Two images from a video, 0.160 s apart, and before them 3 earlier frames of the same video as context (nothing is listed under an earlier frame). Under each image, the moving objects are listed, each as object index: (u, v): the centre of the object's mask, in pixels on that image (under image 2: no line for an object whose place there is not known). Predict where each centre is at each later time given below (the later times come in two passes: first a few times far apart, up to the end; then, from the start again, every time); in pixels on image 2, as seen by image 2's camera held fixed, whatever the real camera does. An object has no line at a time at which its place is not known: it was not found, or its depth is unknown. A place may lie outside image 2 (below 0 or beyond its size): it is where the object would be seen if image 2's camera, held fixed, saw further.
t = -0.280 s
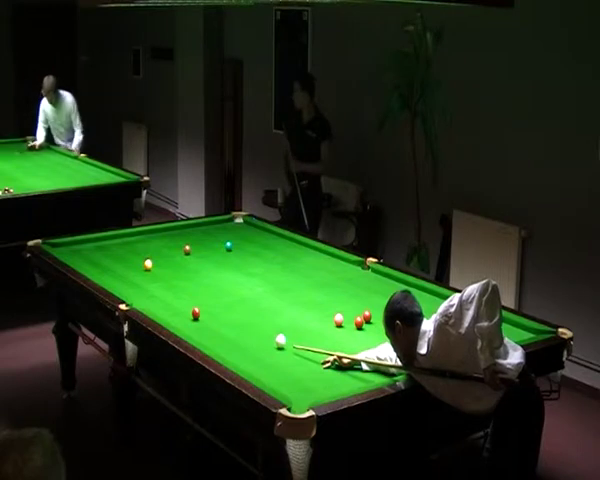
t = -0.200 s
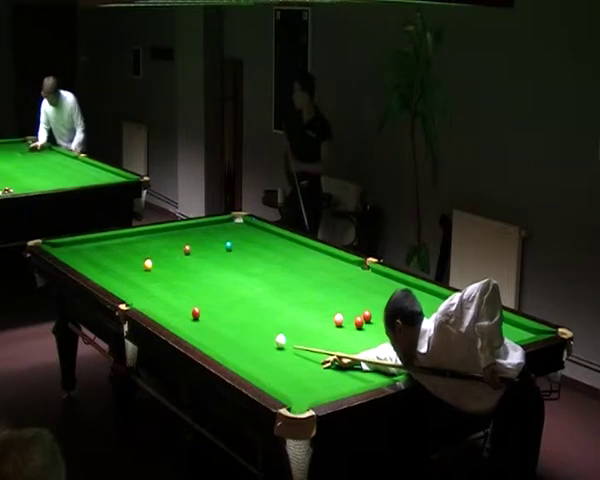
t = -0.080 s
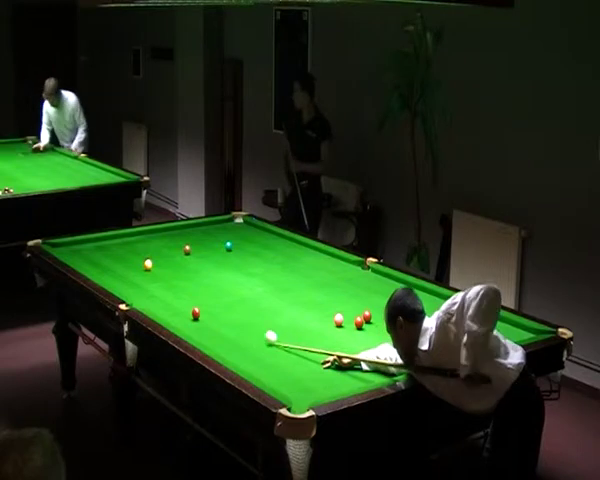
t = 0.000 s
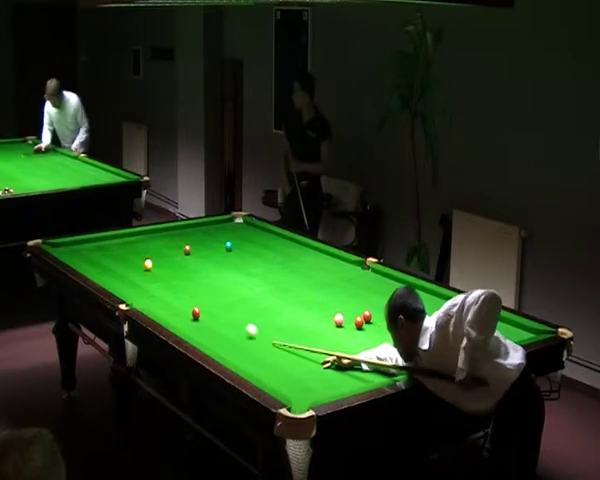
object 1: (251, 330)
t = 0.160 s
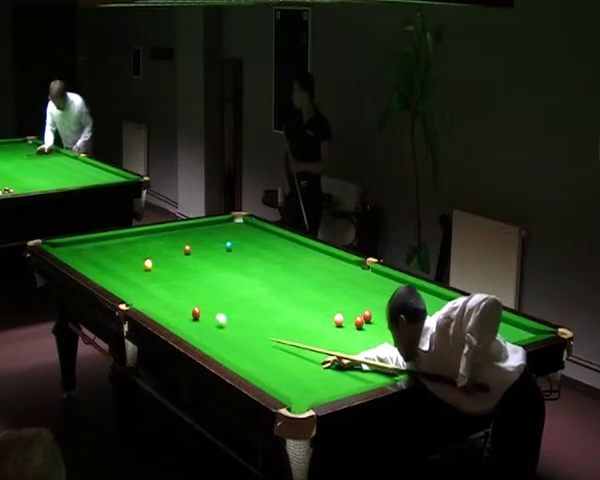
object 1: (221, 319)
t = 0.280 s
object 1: (204, 313)
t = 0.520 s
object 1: (208, 308)
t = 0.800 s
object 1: (212, 302)
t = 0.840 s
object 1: (212, 301)
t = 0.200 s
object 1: (215, 317)
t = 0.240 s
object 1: (209, 315)
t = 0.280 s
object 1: (204, 313)
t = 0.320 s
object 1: (205, 312)
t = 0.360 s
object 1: (205, 311)
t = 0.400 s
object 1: (206, 310)
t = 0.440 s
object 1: (207, 309)
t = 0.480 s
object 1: (207, 309)
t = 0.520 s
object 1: (208, 308)
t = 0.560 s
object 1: (208, 307)
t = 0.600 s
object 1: (209, 306)
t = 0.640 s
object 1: (209, 305)
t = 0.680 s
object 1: (210, 304)
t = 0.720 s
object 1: (211, 303)
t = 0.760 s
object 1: (211, 302)
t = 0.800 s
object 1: (212, 302)
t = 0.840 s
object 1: (212, 301)
